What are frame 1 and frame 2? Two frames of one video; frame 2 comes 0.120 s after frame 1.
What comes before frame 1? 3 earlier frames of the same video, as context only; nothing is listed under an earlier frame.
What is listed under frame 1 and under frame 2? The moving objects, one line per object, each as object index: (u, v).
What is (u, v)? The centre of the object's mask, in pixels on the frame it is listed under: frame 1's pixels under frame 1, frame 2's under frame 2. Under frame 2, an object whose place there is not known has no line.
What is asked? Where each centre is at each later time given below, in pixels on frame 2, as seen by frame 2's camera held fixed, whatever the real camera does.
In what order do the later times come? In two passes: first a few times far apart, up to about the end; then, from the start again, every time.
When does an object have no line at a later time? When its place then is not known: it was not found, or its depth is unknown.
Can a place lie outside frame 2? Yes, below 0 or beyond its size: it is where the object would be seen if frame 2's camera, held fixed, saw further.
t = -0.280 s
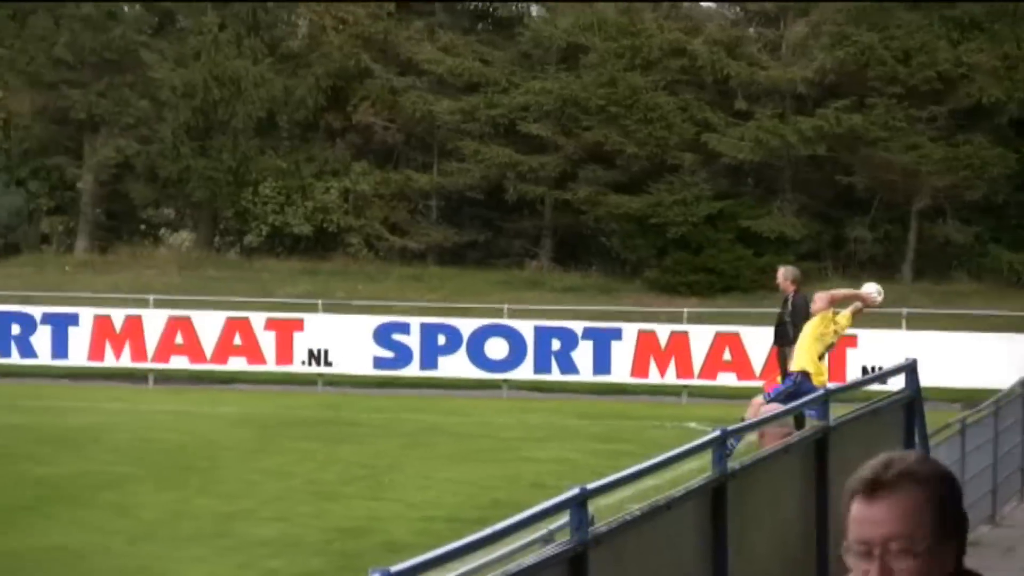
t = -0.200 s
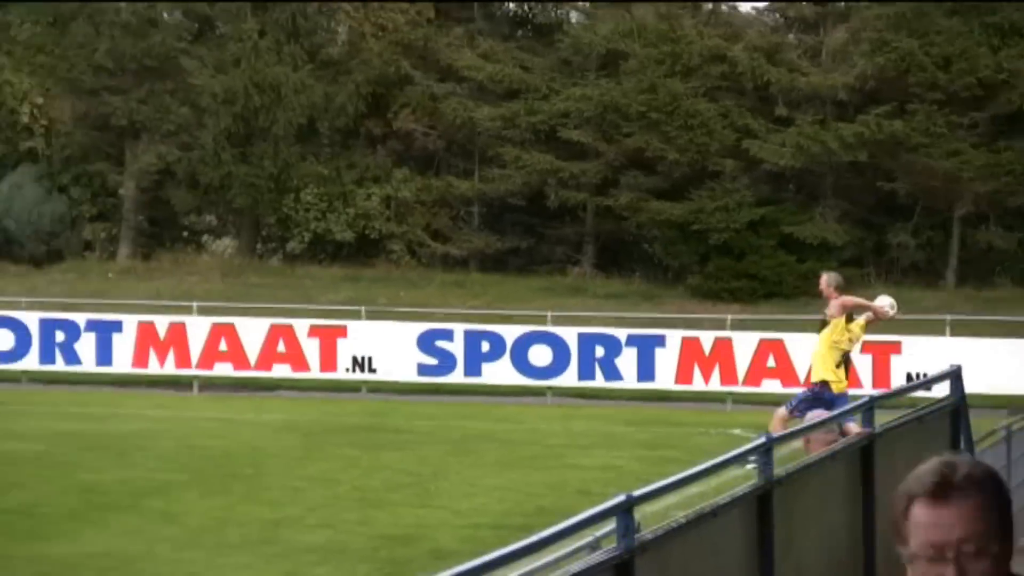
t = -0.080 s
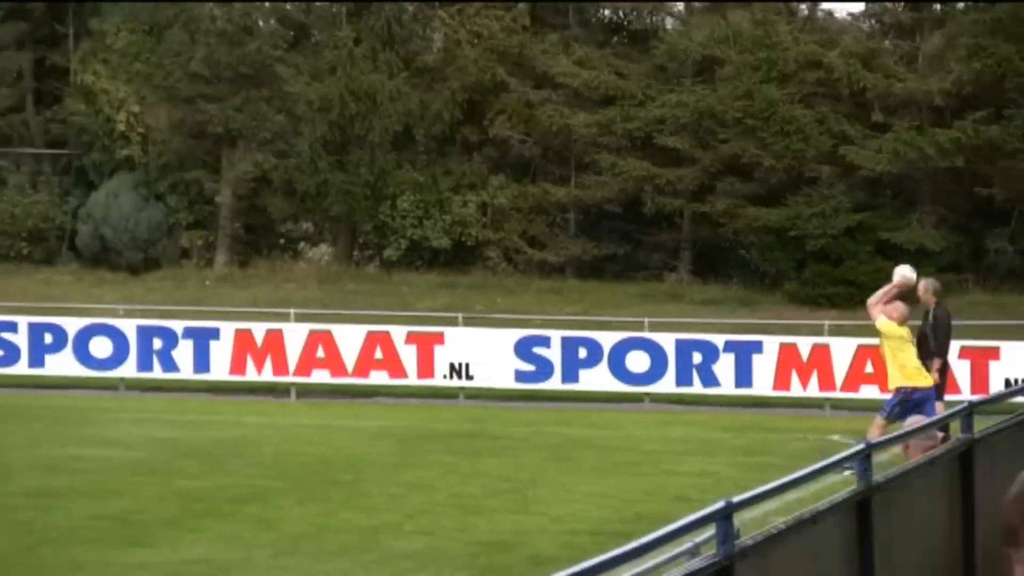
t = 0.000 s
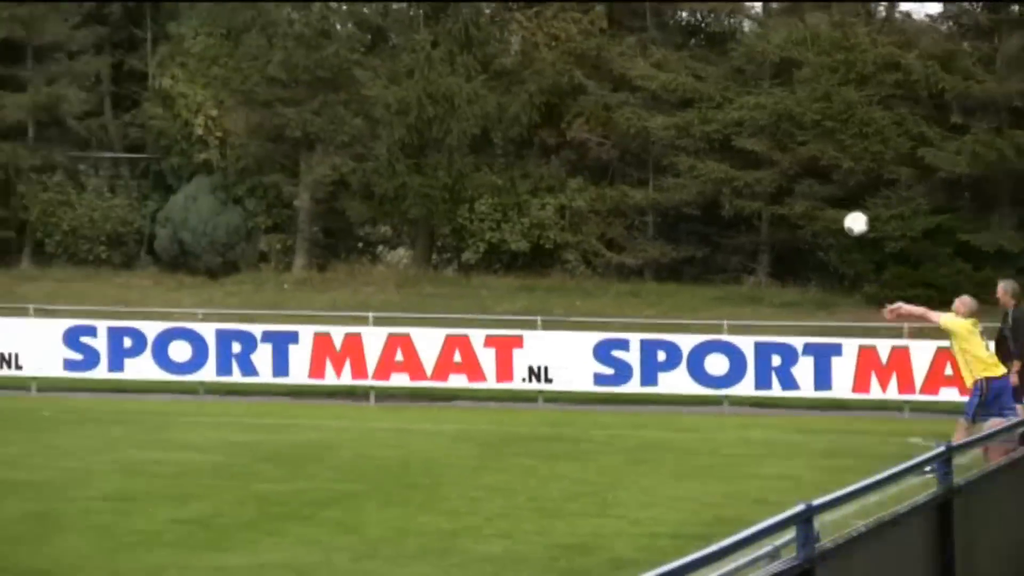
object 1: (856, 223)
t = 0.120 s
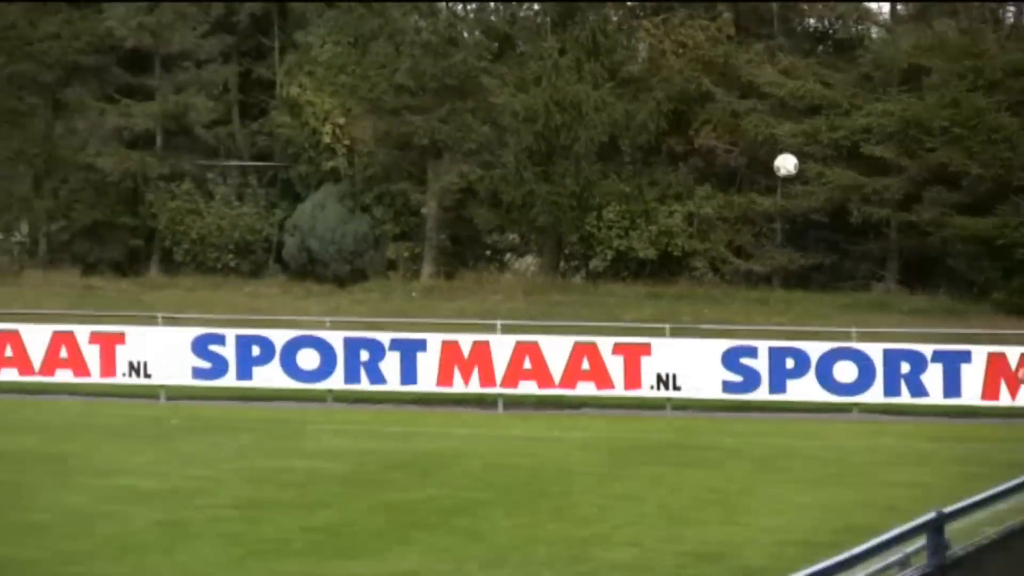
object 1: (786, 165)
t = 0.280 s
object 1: (538, 106)
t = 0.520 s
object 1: (173, 60)
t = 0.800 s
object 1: (-286, 64)
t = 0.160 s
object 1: (722, 147)
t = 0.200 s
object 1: (659, 132)
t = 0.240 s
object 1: (598, 118)
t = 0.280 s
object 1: (538, 106)
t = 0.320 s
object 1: (477, 96)
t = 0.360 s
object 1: (416, 87)
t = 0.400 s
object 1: (356, 79)
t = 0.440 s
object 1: (295, 71)
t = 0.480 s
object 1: (234, 66)
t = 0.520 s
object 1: (173, 60)
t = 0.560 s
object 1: (112, 57)
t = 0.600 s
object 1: (49, 54)
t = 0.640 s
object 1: (-15, 53)
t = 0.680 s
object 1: (-79, 53)
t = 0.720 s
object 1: (-147, 55)
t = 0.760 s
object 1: (-215, 59)
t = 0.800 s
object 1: (-286, 64)
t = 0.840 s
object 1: (-359, 71)
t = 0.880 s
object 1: (-435, 80)
